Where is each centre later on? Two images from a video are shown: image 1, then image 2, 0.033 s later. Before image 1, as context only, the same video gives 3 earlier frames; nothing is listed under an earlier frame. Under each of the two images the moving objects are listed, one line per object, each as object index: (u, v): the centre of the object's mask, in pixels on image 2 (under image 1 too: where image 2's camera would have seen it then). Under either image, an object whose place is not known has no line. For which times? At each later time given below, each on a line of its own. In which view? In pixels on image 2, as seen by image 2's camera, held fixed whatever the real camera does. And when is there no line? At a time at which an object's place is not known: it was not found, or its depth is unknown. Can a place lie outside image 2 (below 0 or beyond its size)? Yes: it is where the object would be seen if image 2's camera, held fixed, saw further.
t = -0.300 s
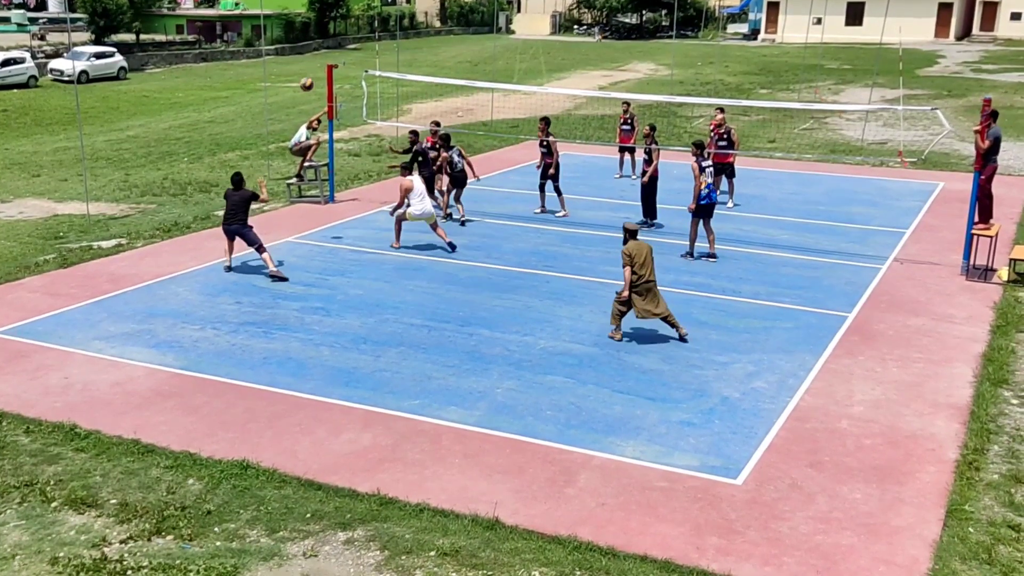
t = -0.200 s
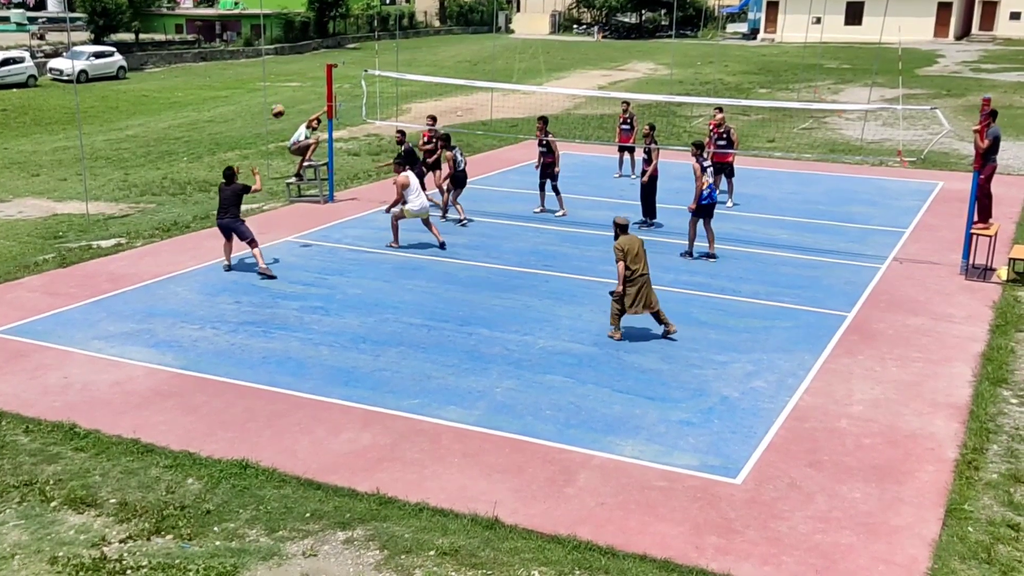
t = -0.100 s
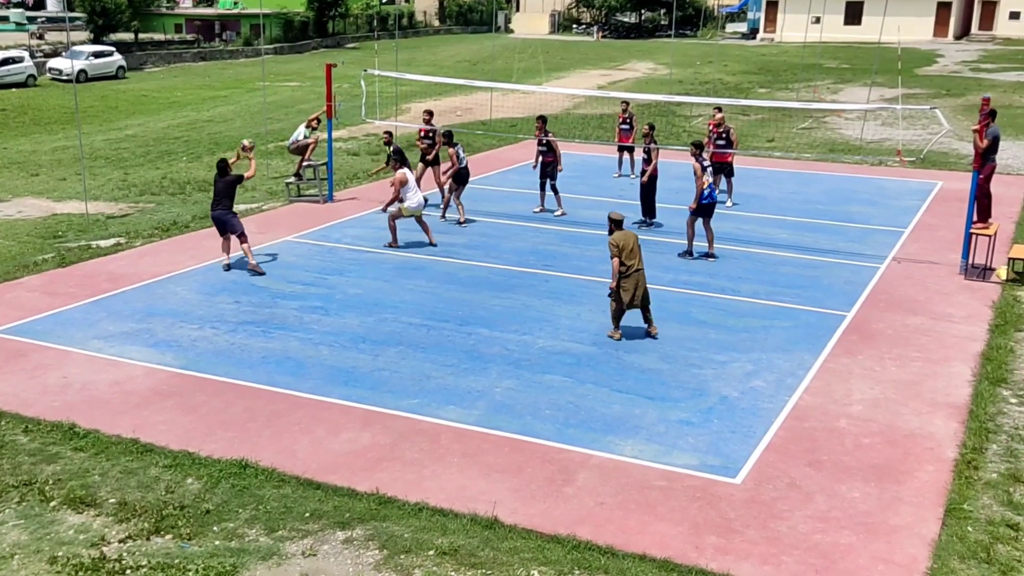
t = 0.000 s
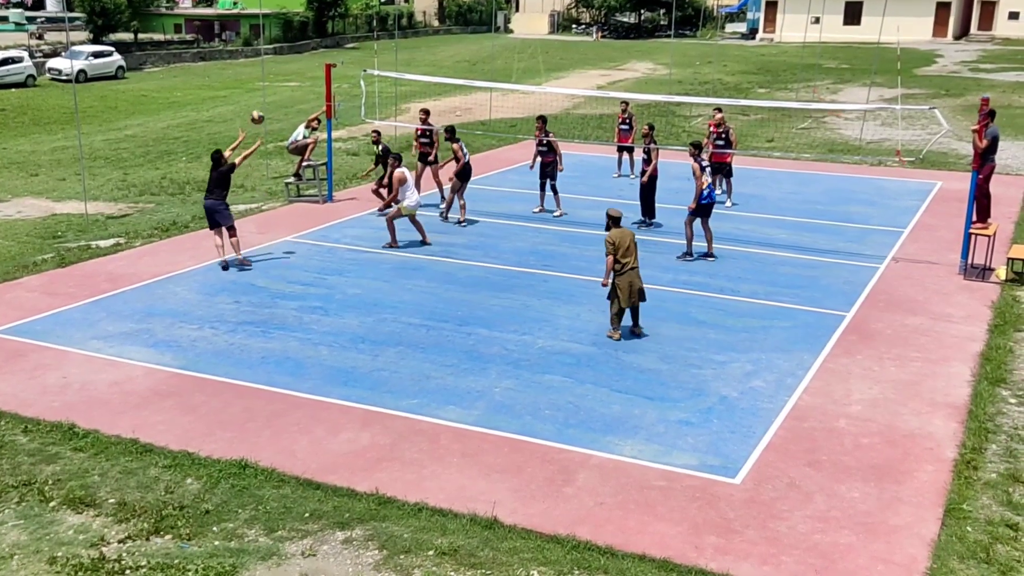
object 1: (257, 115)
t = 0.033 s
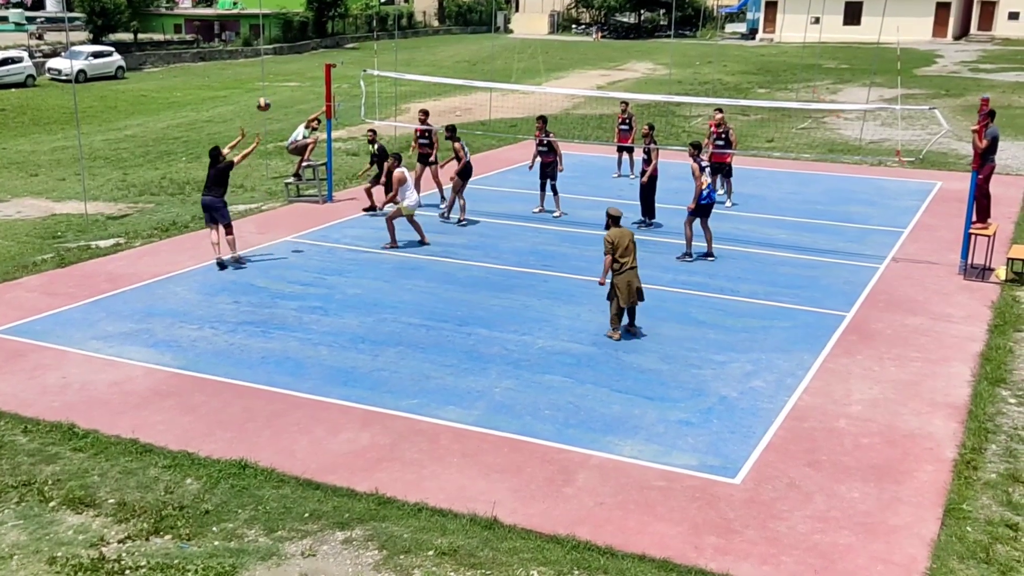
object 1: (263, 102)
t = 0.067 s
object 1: (269, 90)
